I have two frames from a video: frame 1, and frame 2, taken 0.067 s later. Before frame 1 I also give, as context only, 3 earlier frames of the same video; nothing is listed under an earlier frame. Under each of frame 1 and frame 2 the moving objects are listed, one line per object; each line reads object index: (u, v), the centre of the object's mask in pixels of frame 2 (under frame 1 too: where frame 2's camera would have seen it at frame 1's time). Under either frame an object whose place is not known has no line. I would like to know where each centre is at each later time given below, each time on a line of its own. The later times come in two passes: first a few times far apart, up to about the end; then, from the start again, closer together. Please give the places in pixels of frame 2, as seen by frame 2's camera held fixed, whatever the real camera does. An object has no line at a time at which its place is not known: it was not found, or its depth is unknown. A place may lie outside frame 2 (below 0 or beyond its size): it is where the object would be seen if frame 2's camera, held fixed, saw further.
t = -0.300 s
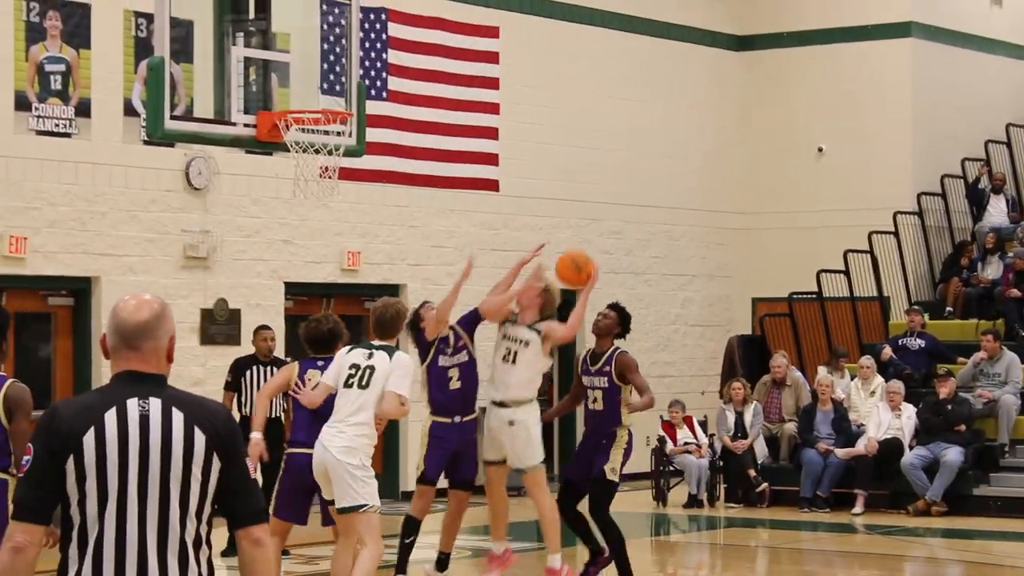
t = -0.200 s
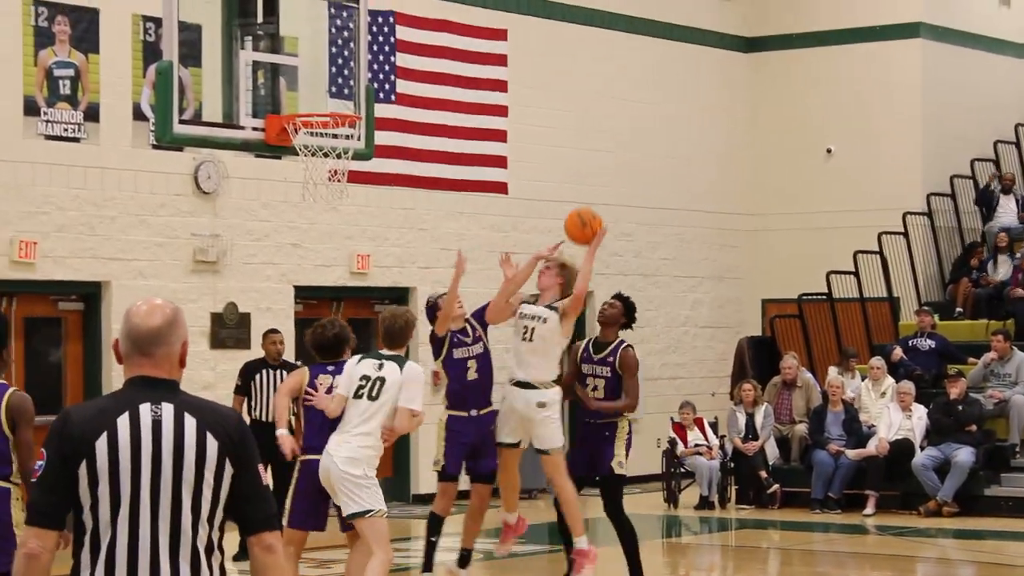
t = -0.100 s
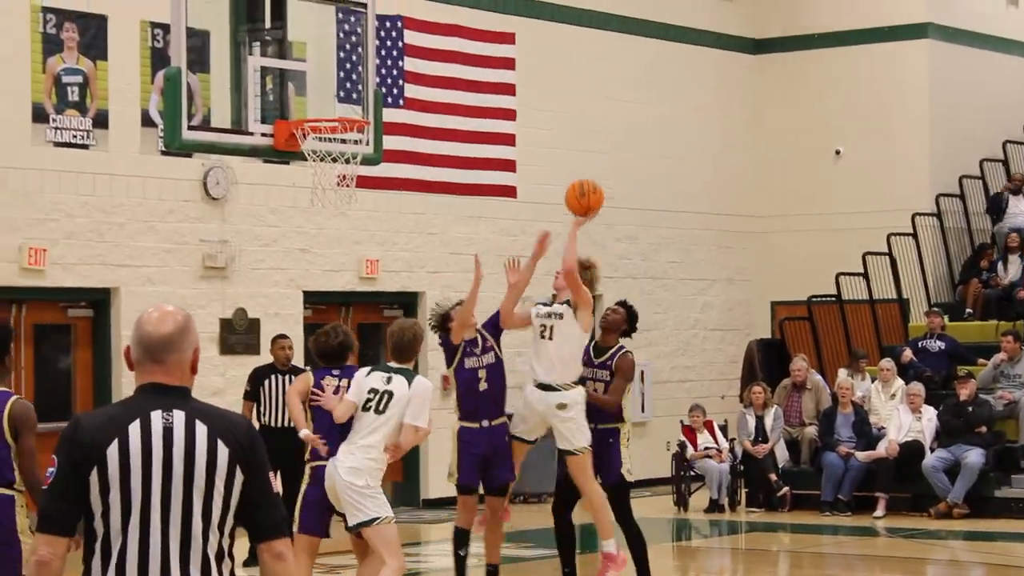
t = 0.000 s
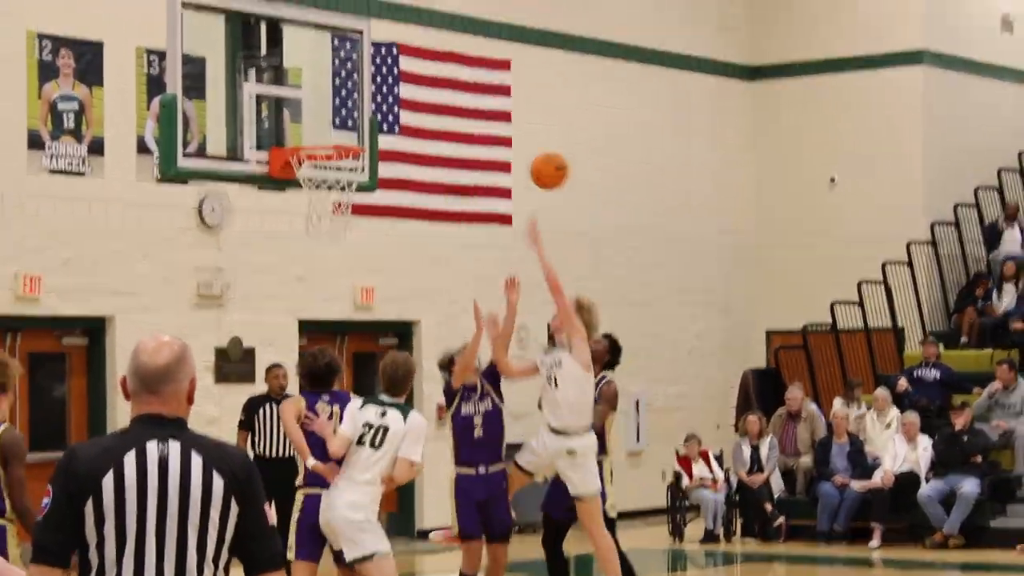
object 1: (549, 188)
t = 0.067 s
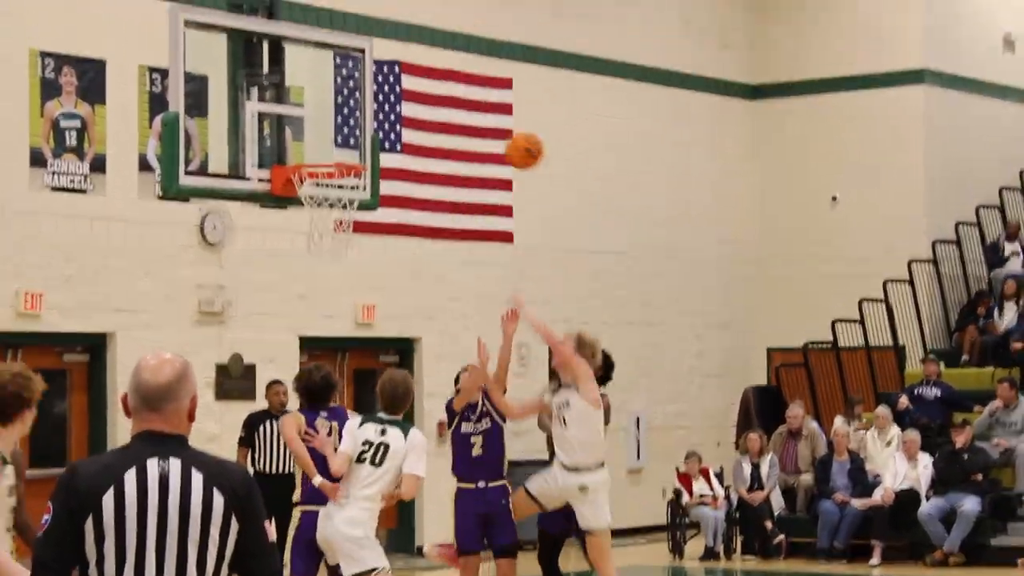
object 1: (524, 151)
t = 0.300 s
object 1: (433, 72)
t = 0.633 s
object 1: (300, 108)
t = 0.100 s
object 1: (511, 134)
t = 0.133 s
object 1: (497, 120)
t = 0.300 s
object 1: (433, 72)
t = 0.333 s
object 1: (420, 67)
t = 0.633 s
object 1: (300, 108)
